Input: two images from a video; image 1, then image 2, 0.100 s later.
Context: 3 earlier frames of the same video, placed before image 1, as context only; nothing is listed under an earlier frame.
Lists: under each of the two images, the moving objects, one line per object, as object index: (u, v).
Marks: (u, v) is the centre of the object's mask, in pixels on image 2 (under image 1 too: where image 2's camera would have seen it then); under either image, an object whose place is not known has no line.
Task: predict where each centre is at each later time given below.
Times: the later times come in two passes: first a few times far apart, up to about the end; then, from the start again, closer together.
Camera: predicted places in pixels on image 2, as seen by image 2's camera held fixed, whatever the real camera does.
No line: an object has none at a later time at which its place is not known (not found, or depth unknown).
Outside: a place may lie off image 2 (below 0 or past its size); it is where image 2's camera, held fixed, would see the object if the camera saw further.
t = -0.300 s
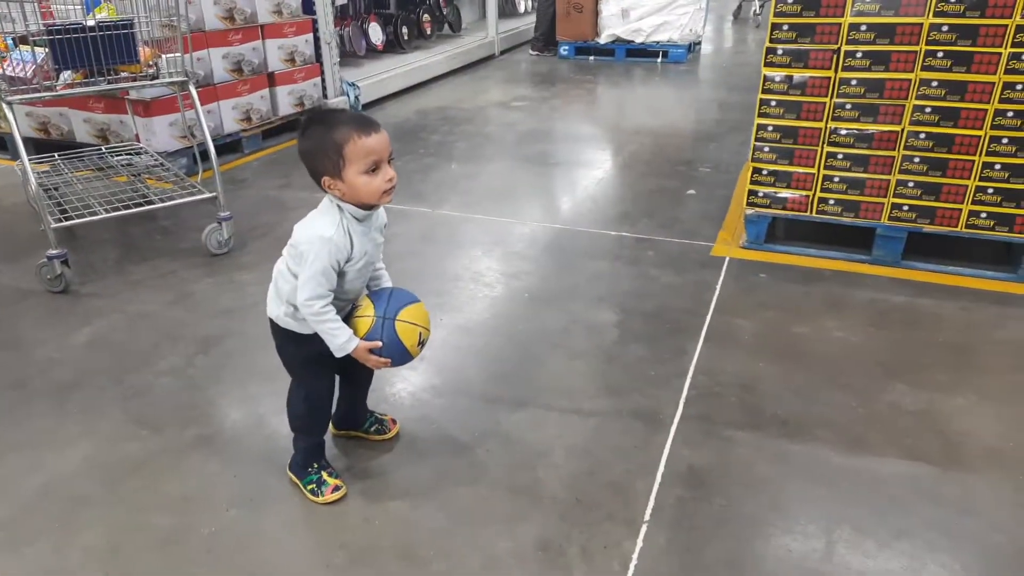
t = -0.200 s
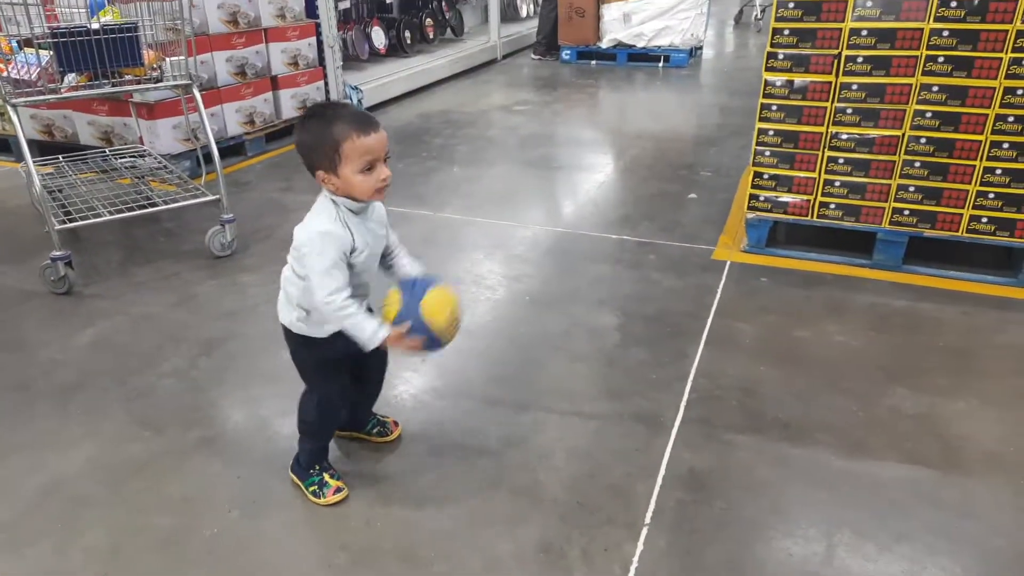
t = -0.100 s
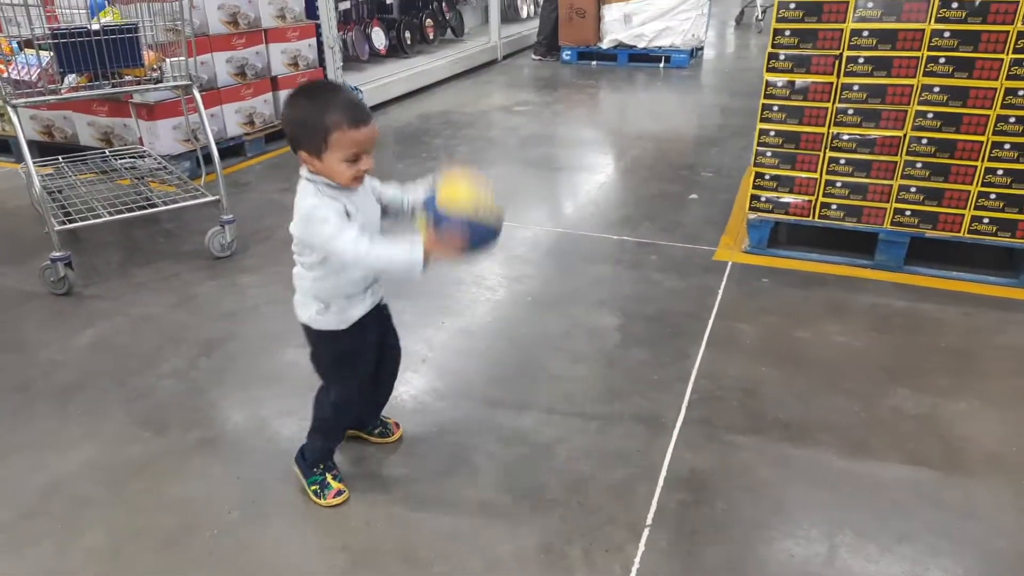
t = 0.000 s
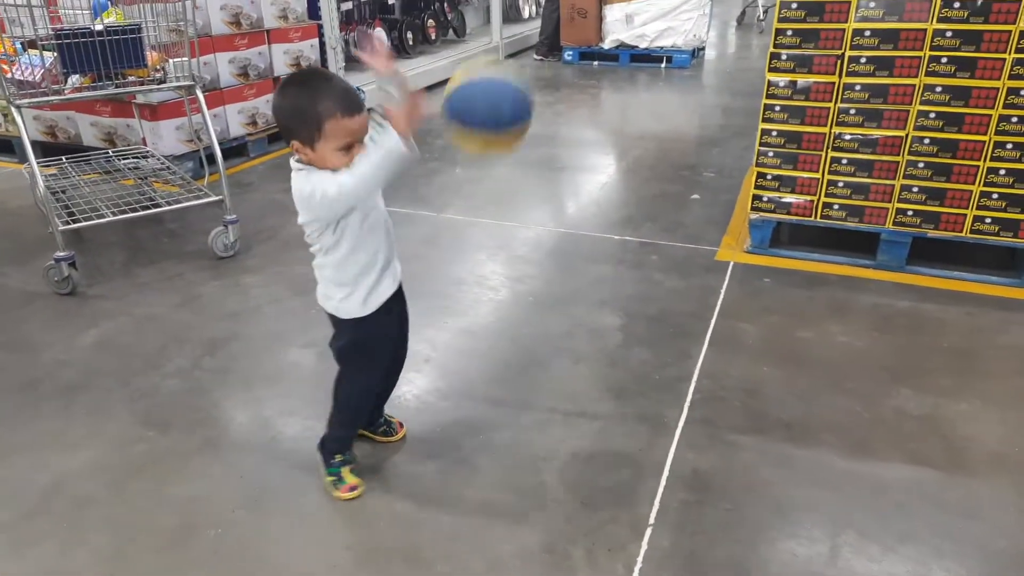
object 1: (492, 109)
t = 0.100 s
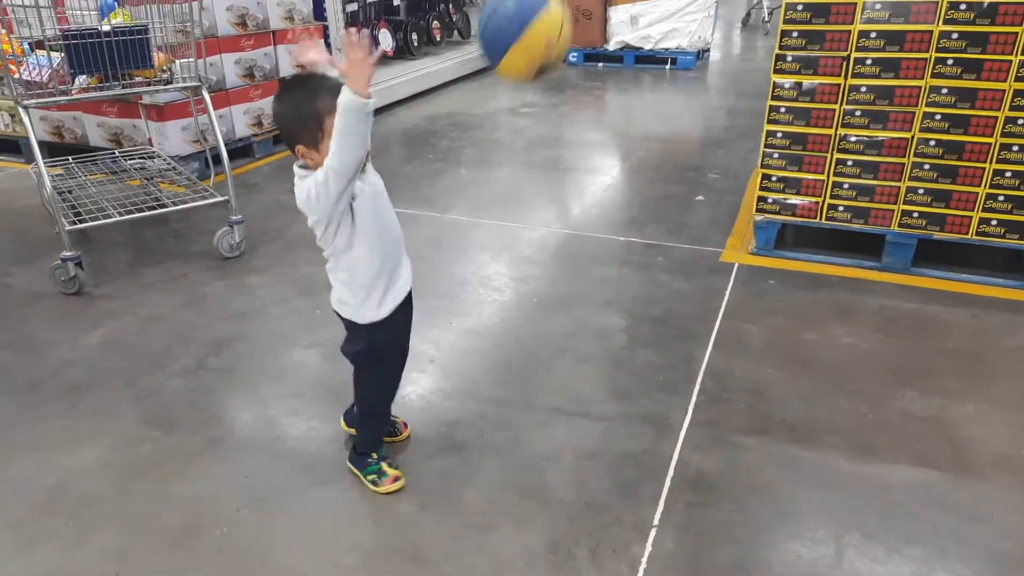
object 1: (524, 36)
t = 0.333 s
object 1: (596, 52)
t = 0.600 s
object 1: (649, 366)
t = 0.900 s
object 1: (675, 149)
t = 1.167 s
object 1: (677, 175)
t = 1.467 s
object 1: (683, 291)
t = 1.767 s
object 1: (721, 206)
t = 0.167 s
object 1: (547, 25)
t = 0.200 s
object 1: (557, 23)
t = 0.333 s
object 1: (596, 52)
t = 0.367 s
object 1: (605, 80)
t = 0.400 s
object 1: (614, 109)
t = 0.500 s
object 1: (634, 224)
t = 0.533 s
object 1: (640, 269)
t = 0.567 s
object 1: (645, 314)
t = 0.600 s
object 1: (649, 366)
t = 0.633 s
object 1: (652, 382)
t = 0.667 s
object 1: (656, 342)
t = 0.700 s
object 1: (658, 305)
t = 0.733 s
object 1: (661, 273)
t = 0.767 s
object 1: (665, 241)
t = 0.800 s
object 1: (668, 210)
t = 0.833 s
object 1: (669, 187)
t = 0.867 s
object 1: (672, 165)
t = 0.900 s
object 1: (675, 149)
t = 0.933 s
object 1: (677, 135)
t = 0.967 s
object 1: (678, 127)
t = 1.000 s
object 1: (679, 123)
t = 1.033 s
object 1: (679, 124)
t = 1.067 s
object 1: (680, 130)
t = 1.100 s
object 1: (680, 141)
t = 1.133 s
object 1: (679, 156)
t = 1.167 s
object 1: (677, 175)
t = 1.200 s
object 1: (676, 198)
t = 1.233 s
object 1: (676, 227)
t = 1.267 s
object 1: (673, 258)
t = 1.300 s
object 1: (671, 291)
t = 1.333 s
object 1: (670, 327)
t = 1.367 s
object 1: (668, 367)
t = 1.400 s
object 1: (673, 348)
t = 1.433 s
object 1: (678, 318)
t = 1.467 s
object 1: (683, 291)
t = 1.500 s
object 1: (689, 268)
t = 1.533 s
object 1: (694, 246)
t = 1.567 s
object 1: (698, 229)
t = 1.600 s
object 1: (701, 214)
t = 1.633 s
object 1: (706, 205)
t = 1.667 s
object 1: (711, 199)
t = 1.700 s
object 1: (714, 197)
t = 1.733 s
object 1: (717, 199)
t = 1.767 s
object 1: (721, 206)
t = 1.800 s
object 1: (725, 218)
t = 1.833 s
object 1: (727, 233)
